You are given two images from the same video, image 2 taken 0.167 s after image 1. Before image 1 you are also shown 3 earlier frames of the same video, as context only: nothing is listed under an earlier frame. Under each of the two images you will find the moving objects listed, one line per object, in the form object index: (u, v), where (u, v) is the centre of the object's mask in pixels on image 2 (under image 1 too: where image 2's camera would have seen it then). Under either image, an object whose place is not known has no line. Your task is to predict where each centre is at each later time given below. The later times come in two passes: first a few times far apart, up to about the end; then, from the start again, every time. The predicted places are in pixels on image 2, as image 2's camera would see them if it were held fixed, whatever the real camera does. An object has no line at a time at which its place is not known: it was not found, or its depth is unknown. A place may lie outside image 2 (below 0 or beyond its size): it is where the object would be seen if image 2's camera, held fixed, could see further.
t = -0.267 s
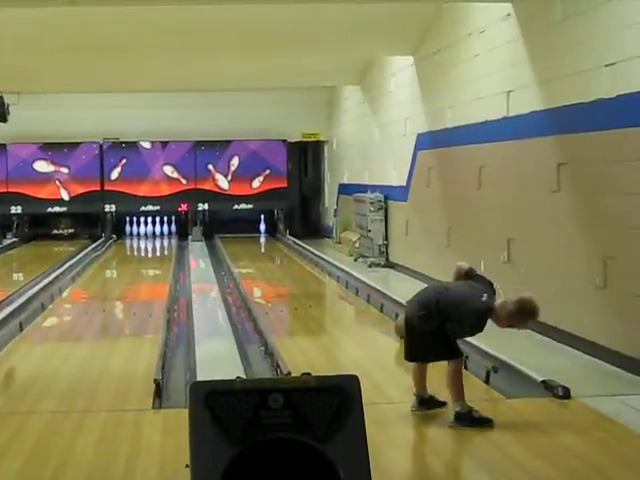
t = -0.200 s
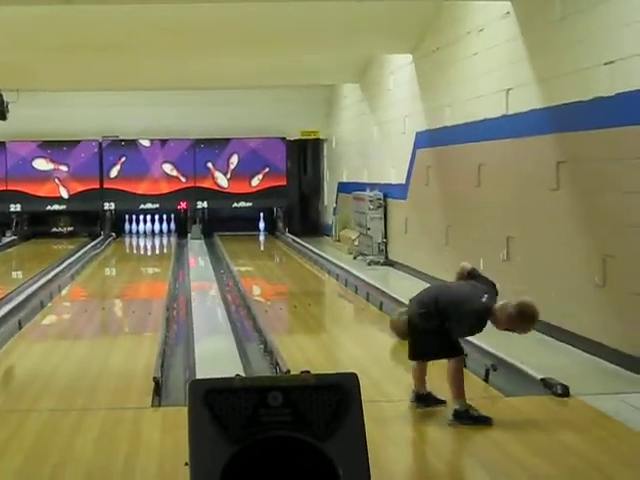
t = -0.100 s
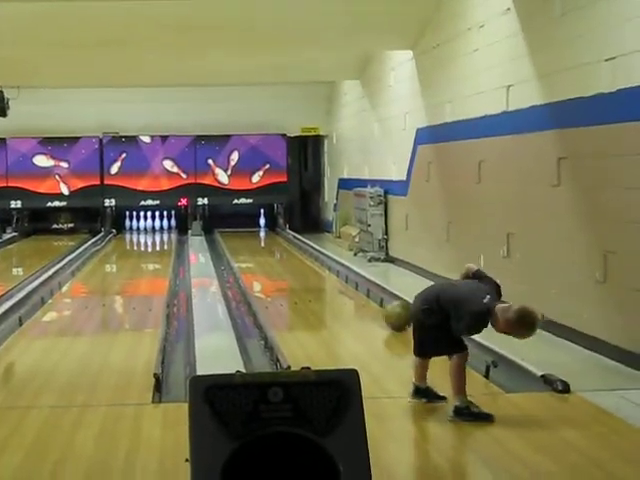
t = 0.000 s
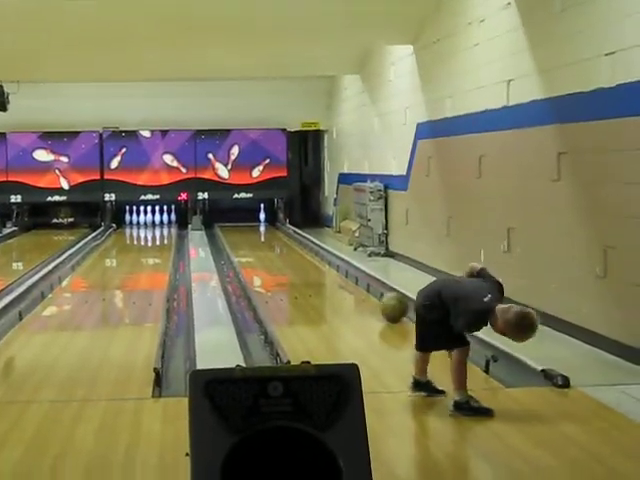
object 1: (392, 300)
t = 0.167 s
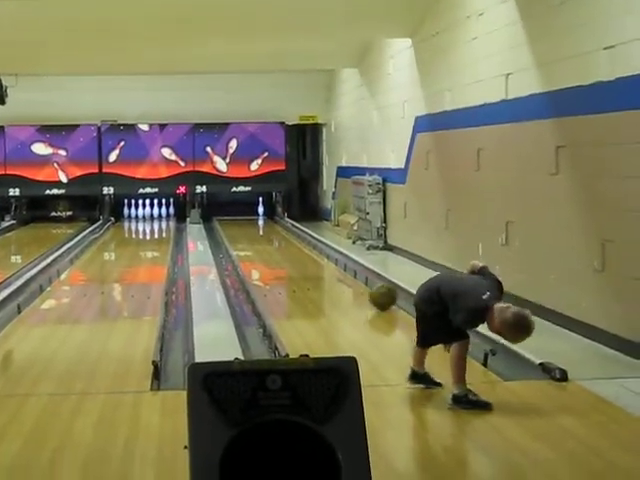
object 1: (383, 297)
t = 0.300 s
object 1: (376, 292)
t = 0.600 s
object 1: (362, 284)
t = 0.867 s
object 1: (351, 278)
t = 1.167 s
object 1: (340, 271)
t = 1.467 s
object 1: (331, 265)
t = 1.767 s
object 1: (322, 260)
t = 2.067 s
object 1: (314, 255)
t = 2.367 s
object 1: (307, 251)
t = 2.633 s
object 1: (301, 247)
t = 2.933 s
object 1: (294, 243)
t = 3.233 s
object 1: (288, 240)
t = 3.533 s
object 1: (282, 237)
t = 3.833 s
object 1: (276, 234)
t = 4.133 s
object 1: (272, 232)
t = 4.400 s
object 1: (268, 229)
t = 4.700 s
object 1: (263, 227)
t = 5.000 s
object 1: (259, 225)
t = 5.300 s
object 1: (254, 224)
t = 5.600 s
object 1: (251, 222)
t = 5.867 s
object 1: (246, 220)
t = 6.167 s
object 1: (242, 218)
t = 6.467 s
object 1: (239, 217)
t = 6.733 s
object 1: (236, 216)
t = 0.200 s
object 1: (381, 295)
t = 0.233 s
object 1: (380, 294)
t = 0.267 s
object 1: (378, 293)
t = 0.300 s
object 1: (376, 292)
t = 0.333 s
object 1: (375, 291)
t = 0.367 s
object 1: (373, 290)
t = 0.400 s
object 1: (371, 289)
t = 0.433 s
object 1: (370, 288)
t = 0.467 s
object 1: (368, 287)
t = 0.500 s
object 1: (367, 287)
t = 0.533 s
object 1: (366, 286)
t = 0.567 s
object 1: (364, 285)
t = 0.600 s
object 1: (362, 284)
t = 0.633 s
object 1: (361, 283)
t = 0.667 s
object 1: (359, 283)
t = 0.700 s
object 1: (358, 281)
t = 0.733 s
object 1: (357, 281)
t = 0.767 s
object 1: (356, 280)
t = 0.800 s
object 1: (354, 279)
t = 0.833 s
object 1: (353, 279)
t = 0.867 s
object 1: (351, 278)
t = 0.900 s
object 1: (350, 277)
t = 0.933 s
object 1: (349, 276)
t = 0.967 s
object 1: (348, 275)
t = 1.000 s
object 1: (346, 275)
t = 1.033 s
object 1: (345, 274)
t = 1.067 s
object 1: (344, 273)
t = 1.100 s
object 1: (343, 272)
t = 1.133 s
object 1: (341, 272)
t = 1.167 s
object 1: (340, 271)
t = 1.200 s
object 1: (339, 270)
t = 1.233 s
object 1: (338, 270)
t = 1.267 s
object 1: (337, 268)
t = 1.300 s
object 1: (336, 268)
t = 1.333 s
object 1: (335, 268)
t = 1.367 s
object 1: (334, 267)
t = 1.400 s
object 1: (332, 267)
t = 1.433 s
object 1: (331, 266)
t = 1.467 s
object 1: (331, 265)
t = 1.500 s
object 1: (330, 264)
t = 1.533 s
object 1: (329, 264)
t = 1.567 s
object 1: (328, 263)
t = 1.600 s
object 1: (327, 263)
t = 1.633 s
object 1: (326, 262)
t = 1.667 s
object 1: (325, 261)
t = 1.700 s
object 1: (324, 261)
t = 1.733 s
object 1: (323, 260)
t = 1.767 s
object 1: (322, 260)
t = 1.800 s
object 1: (321, 259)
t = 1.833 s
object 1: (321, 259)
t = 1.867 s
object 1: (320, 258)
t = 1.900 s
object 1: (319, 257)
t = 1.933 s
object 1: (318, 257)
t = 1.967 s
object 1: (318, 256)
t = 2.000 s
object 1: (316, 256)
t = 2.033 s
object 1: (316, 255)
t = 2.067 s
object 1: (314, 255)
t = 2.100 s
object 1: (313, 254)
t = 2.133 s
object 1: (313, 254)
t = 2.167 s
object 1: (312, 253)
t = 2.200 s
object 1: (311, 253)
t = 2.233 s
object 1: (310, 253)
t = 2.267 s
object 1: (309, 252)
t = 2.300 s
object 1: (308, 252)
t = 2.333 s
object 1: (308, 251)
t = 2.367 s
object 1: (307, 251)
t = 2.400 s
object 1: (306, 250)
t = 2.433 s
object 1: (306, 250)
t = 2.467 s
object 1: (305, 249)
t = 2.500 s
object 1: (303, 248)
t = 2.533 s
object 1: (302, 248)
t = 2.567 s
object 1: (302, 248)
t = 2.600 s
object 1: (302, 247)
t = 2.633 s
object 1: (301, 247)
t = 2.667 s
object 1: (300, 246)
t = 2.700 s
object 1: (299, 246)
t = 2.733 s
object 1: (299, 246)
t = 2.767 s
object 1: (298, 245)
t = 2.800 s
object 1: (297, 245)
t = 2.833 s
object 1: (296, 245)
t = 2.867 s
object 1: (295, 244)
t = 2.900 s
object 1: (294, 244)
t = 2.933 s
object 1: (294, 243)
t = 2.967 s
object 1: (294, 243)
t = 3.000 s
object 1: (293, 243)
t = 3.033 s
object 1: (292, 242)
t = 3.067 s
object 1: (292, 242)
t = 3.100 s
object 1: (291, 241)
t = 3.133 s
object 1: (291, 241)
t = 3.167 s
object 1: (290, 241)
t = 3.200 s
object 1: (289, 240)
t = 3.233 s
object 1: (288, 240)
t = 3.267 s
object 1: (287, 240)
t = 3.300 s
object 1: (287, 239)
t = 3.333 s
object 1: (286, 239)
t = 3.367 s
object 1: (285, 239)
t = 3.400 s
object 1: (285, 238)
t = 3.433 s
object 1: (284, 238)
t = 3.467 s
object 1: (283, 237)
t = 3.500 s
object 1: (283, 237)
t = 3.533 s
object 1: (282, 237)
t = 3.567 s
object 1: (282, 236)
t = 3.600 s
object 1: (281, 236)
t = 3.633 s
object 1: (280, 236)
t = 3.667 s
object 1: (280, 235)
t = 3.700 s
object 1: (279, 235)
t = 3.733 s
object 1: (279, 235)
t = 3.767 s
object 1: (278, 235)
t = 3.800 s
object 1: (278, 235)
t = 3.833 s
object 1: (276, 234)
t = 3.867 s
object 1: (276, 234)
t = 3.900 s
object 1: (275, 233)
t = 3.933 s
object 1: (275, 234)
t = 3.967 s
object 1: (274, 233)
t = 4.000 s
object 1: (273, 233)
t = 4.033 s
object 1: (273, 233)
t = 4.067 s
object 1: (272, 232)
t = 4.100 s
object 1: (272, 232)
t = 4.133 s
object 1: (272, 232)
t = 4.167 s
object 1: (271, 231)
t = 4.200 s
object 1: (270, 231)
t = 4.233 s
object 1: (269, 231)
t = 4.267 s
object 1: (268, 231)
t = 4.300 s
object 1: (268, 230)
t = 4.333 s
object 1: (268, 230)
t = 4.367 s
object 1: (268, 230)
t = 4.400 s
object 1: (268, 229)
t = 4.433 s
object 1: (268, 229)
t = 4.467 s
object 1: (266, 229)
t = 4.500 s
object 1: (265, 229)
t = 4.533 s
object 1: (266, 229)
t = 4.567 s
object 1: (265, 229)
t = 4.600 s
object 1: (264, 228)
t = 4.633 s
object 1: (263, 228)
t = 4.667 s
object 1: (263, 228)
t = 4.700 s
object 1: (263, 227)
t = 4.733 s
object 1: (262, 227)
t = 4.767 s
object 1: (262, 227)
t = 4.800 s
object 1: (261, 226)
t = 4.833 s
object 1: (260, 226)
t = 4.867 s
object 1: (260, 225)
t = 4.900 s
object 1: (260, 225)
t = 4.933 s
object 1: (259, 225)
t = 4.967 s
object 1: (259, 225)
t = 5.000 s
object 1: (259, 225)
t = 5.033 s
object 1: (258, 225)
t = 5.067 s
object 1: (257, 225)
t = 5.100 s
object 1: (257, 225)
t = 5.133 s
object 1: (255, 224)
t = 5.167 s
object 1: (255, 224)
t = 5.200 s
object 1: (254, 224)
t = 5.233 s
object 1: (254, 224)
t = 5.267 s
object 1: (254, 224)
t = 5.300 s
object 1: (254, 224)
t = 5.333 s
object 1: (253, 223)
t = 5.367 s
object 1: (253, 223)
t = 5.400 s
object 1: (253, 223)
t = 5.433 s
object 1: (253, 223)
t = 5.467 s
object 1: (252, 223)
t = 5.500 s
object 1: (251, 222)
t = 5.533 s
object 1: (251, 222)
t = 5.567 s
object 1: (251, 222)
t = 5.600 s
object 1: (251, 222)
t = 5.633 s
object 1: (251, 221)
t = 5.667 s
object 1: (250, 221)
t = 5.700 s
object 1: (250, 221)
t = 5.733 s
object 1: (250, 221)
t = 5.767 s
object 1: (250, 221)
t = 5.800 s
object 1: (248, 220)
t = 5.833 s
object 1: (246, 220)
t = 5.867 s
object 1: (246, 220)
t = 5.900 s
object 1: (245, 220)
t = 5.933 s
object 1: (245, 220)
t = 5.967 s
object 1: (245, 220)
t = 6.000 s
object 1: (245, 220)
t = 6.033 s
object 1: (244, 219)
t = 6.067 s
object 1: (243, 219)
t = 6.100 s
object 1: (243, 219)
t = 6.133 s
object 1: (243, 219)
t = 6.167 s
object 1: (242, 218)
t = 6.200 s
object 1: (242, 218)
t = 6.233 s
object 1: (242, 218)
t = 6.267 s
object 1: (242, 218)
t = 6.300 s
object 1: (241, 218)
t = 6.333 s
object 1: (241, 218)
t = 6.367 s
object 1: (240, 217)
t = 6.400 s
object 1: (240, 217)
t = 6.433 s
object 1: (239, 217)
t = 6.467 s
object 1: (239, 217)
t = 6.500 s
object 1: (238, 216)
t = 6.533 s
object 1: (237, 216)
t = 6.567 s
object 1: (237, 216)
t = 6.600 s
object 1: (237, 216)
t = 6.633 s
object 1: (237, 216)
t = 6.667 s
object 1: (237, 217)
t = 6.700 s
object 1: (236, 216)
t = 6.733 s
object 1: (236, 216)
